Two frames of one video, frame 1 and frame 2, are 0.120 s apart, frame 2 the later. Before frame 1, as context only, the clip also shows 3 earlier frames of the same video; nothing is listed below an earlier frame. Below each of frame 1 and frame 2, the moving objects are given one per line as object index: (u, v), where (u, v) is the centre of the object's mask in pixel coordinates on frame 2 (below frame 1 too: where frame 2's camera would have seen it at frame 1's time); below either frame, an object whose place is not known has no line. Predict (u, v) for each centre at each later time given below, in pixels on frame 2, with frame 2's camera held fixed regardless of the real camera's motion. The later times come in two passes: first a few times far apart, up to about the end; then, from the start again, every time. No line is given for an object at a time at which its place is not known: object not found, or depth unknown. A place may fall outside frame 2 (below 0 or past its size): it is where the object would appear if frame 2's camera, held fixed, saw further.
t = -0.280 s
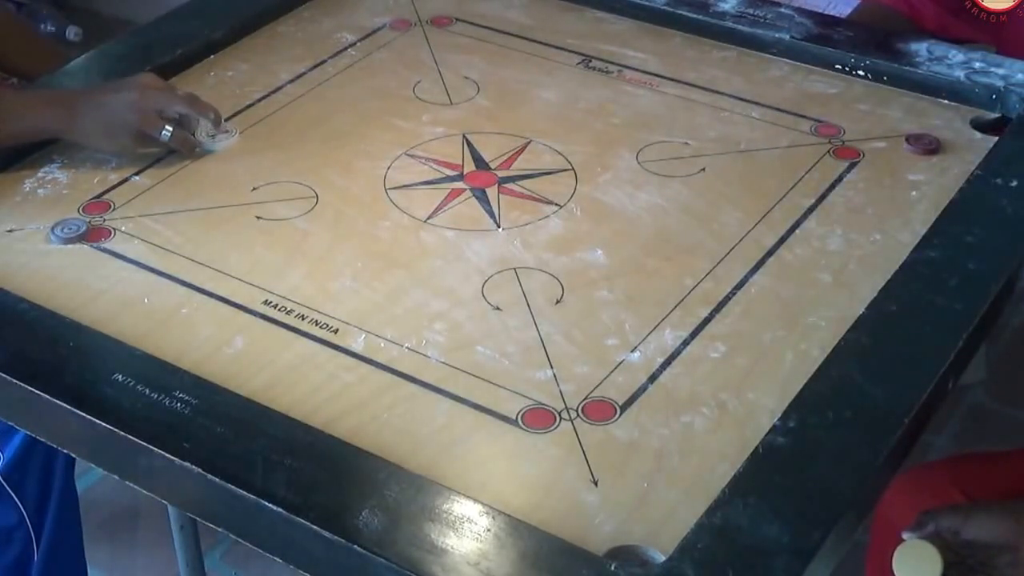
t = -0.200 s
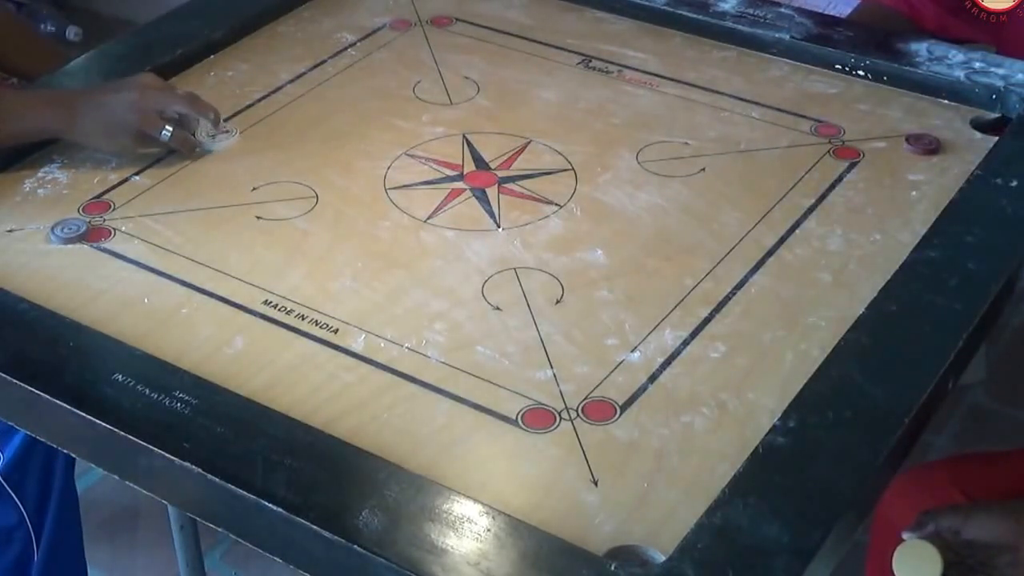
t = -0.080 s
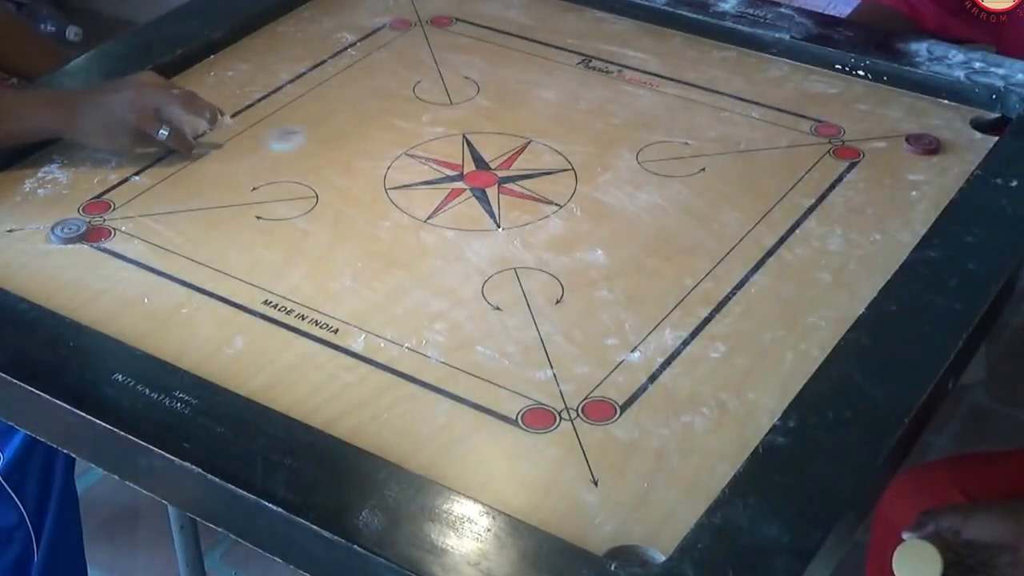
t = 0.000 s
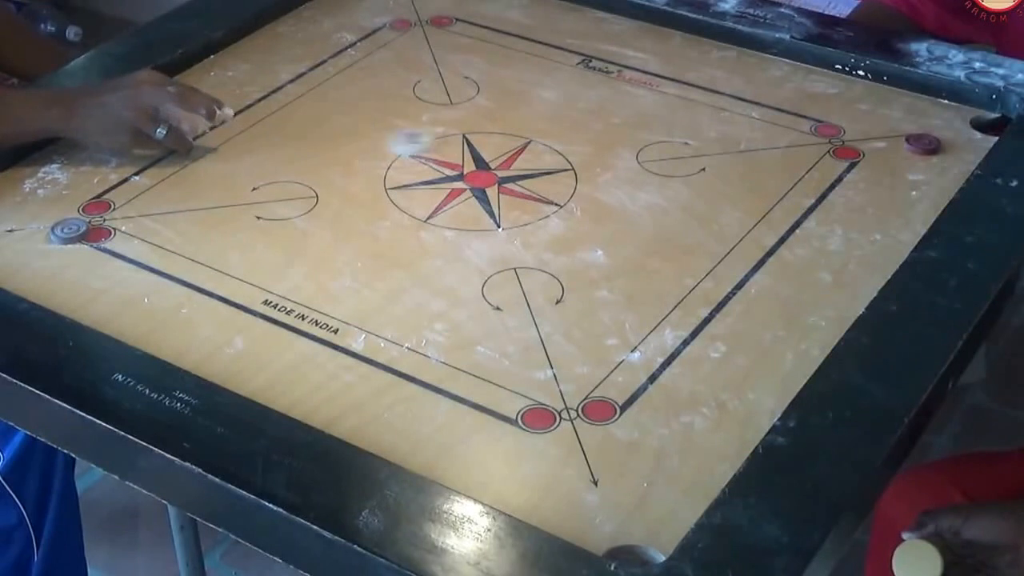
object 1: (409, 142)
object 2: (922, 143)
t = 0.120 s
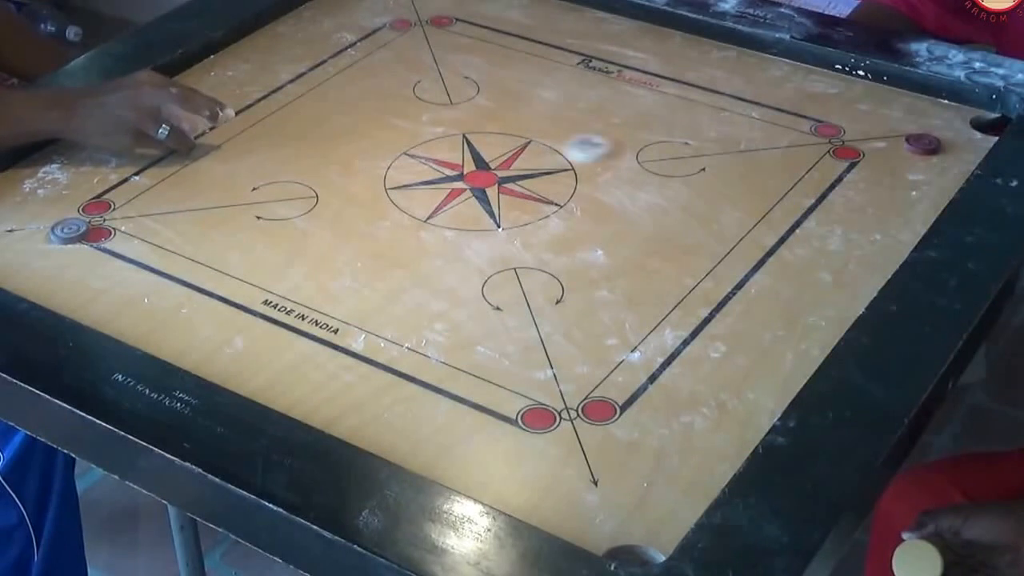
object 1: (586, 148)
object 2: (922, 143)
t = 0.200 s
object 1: (695, 152)
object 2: (922, 143)
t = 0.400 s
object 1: (939, 164)
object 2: (922, 141)
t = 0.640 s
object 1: (860, 133)
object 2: (865, 90)
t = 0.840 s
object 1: (840, 127)
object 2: (831, 95)
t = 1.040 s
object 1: (840, 127)
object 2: (831, 94)
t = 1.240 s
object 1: (840, 128)
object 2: (831, 95)
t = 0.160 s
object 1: (640, 150)
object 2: (922, 143)
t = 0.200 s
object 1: (695, 152)
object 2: (922, 143)
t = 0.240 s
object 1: (748, 154)
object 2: (922, 143)
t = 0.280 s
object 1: (797, 157)
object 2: (922, 143)
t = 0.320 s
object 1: (848, 159)
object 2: (922, 143)
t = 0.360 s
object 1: (893, 161)
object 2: (923, 142)
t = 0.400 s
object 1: (939, 164)
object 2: (922, 141)
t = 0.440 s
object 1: (940, 158)
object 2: (923, 137)
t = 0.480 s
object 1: (918, 151)
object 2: (912, 125)
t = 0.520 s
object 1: (900, 145)
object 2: (900, 111)
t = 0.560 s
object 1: (885, 141)
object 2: (889, 99)
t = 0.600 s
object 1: (872, 137)
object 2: (879, 88)
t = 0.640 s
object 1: (860, 133)
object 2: (865, 90)
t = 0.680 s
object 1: (852, 131)
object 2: (853, 91)
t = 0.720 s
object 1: (847, 129)
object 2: (844, 92)
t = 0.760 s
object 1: (844, 128)
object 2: (838, 94)
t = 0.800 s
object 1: (841, 128)
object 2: (834, 94)
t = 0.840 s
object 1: (840, 127)
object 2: (831, 95)
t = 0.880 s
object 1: (840, 127)
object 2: (831, 95)
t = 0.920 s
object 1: (840, 127)
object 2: (831, 95)
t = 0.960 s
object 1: (840, 127)
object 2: (831, 94)
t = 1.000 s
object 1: (840, 127)
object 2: (831, 94)
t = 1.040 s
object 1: (840, 127)
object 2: (831, 94)
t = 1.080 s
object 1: (840, 128)
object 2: (831, 94)
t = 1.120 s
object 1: (840, 128)
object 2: (831, 94)
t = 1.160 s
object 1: (840, 128)
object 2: (831, 94)
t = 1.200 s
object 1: (840, 127)
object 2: (831, 95)
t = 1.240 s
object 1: (840, 128)
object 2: (831, 95)
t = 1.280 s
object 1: (840, 127)
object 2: (831, 95)
